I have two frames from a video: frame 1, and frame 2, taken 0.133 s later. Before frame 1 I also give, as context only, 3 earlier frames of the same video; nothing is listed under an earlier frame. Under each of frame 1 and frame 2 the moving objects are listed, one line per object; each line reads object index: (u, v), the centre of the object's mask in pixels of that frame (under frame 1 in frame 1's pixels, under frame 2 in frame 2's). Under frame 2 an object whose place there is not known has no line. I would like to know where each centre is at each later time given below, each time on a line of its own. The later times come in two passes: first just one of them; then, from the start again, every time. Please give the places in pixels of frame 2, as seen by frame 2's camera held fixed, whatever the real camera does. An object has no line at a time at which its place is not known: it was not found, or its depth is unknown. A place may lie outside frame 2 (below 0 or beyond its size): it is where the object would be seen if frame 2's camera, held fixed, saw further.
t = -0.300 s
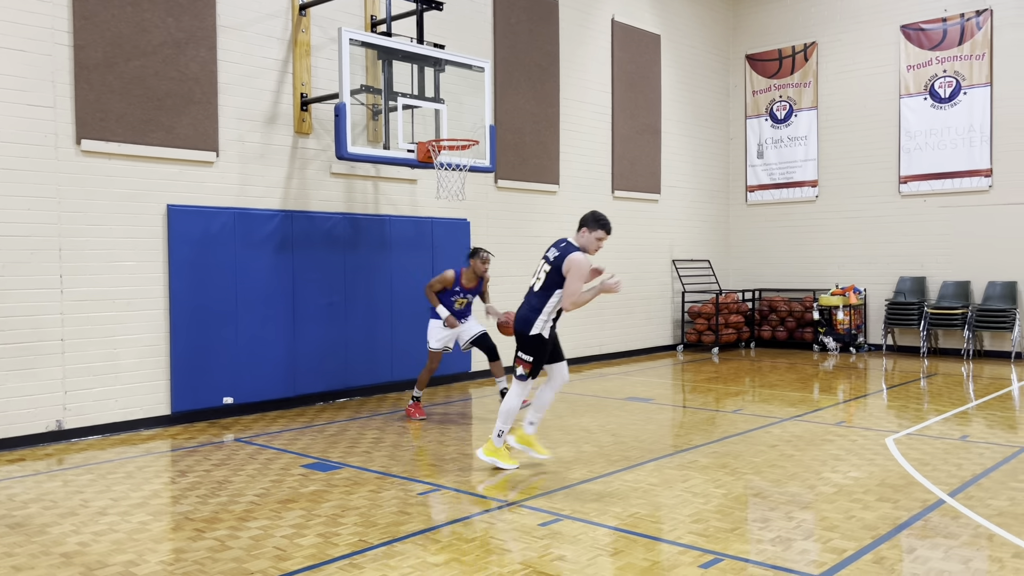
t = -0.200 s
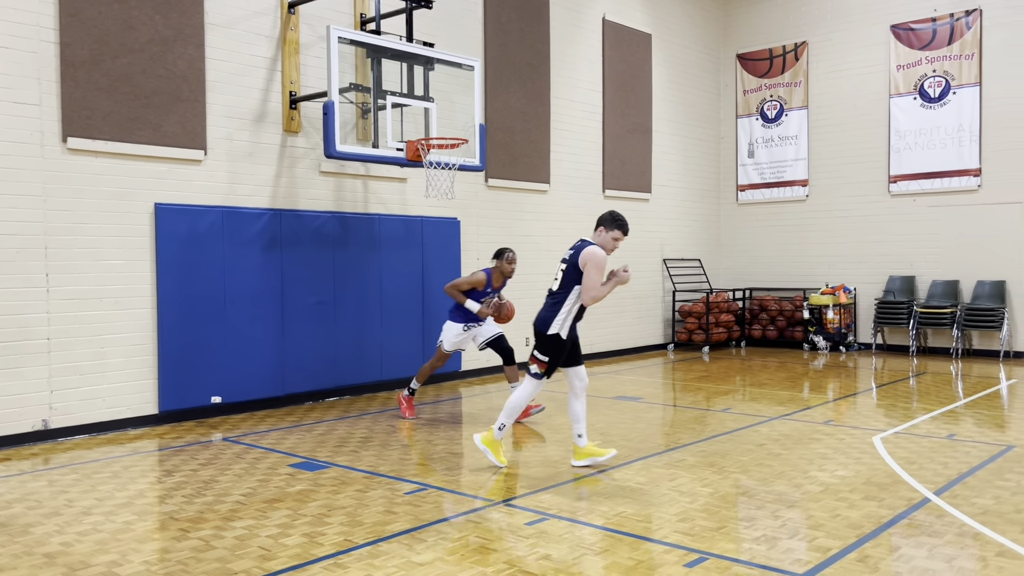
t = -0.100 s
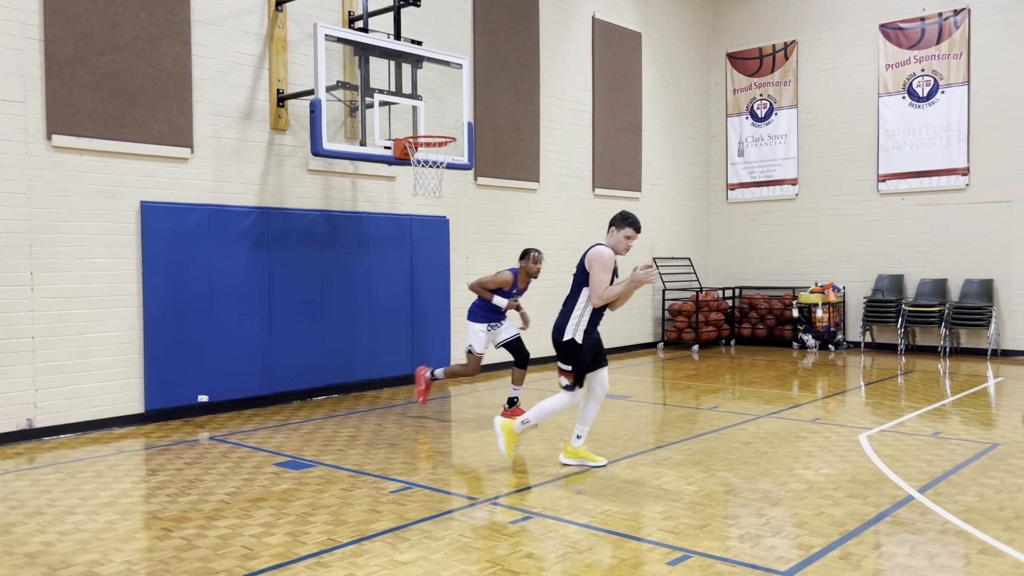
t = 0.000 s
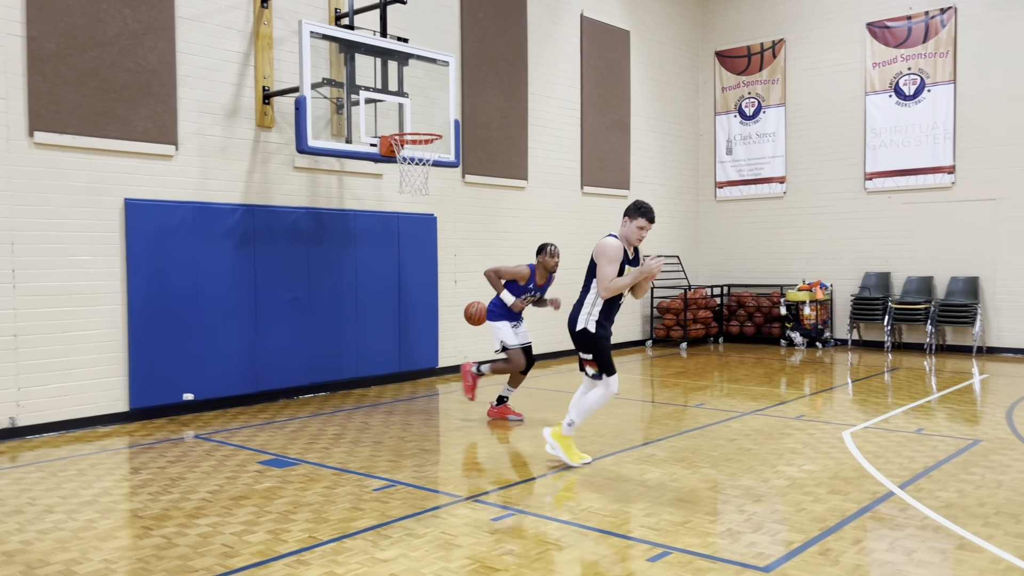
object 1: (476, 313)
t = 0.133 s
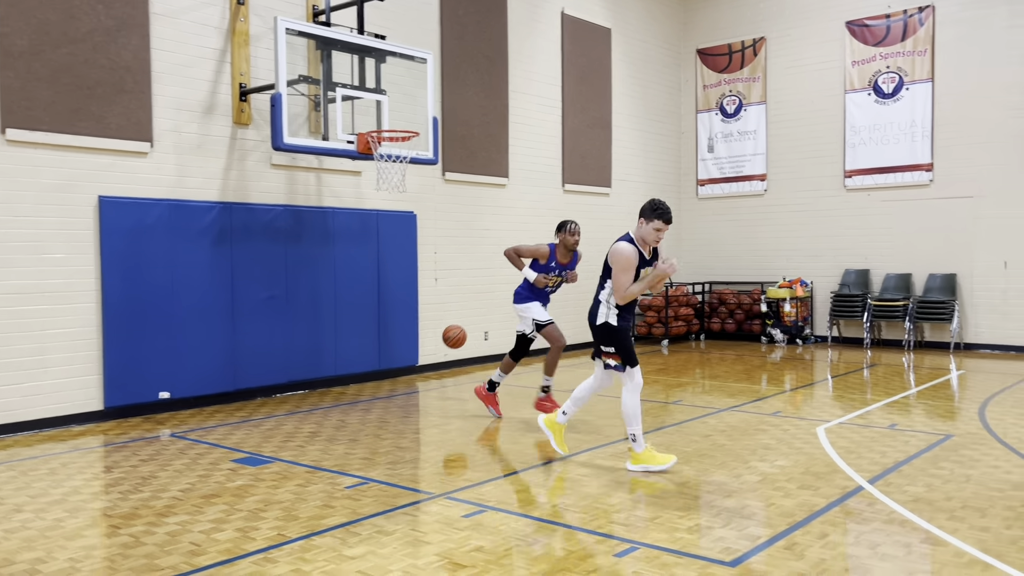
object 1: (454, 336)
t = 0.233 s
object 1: (454, 366)
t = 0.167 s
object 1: (454, 345)
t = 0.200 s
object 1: (454, 356)
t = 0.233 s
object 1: (454, 366)
